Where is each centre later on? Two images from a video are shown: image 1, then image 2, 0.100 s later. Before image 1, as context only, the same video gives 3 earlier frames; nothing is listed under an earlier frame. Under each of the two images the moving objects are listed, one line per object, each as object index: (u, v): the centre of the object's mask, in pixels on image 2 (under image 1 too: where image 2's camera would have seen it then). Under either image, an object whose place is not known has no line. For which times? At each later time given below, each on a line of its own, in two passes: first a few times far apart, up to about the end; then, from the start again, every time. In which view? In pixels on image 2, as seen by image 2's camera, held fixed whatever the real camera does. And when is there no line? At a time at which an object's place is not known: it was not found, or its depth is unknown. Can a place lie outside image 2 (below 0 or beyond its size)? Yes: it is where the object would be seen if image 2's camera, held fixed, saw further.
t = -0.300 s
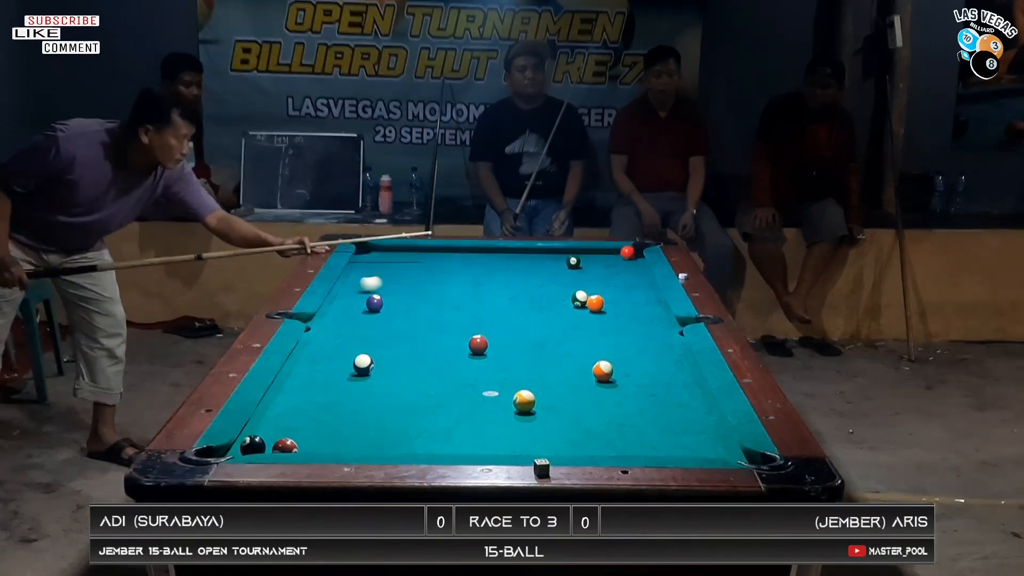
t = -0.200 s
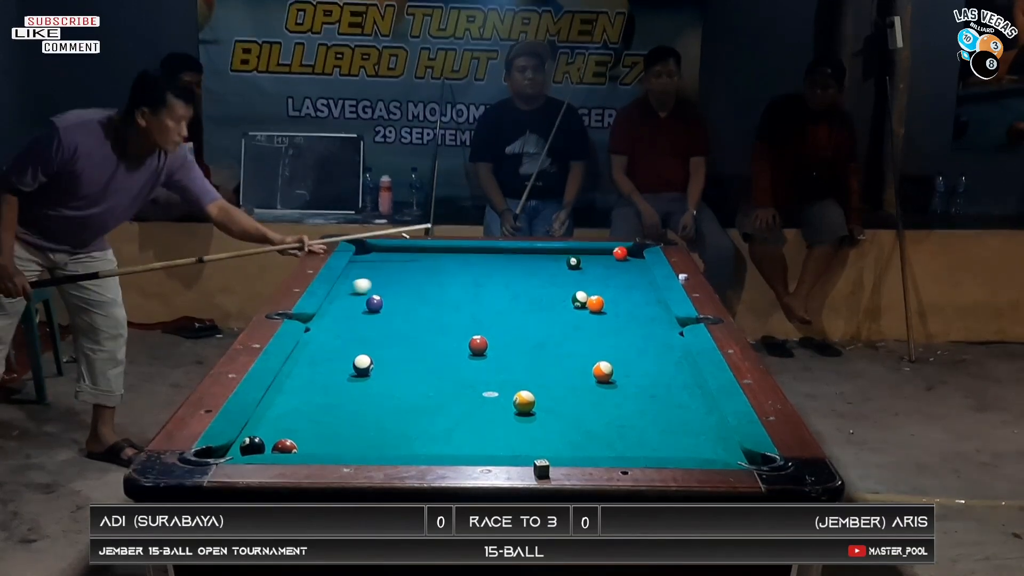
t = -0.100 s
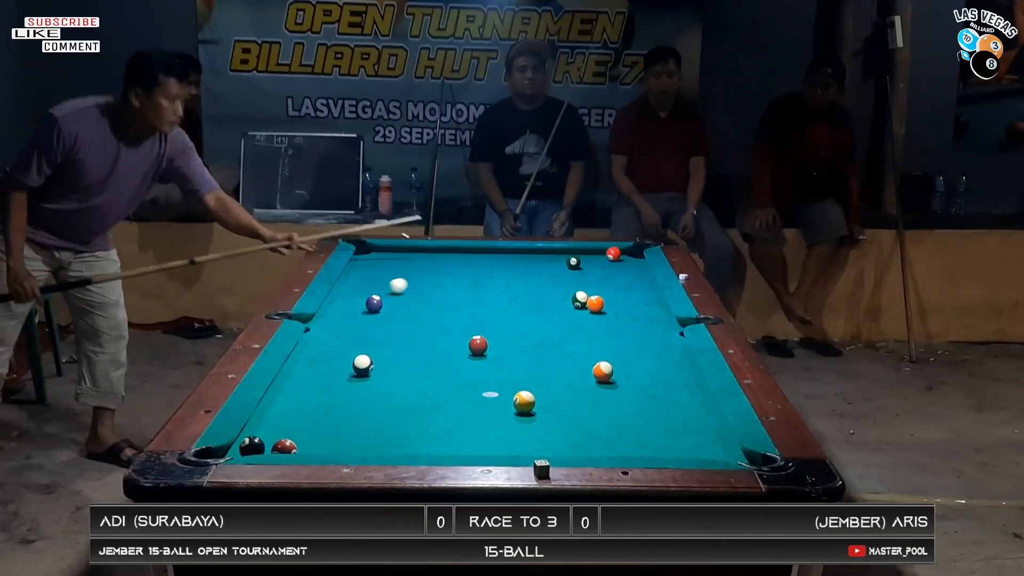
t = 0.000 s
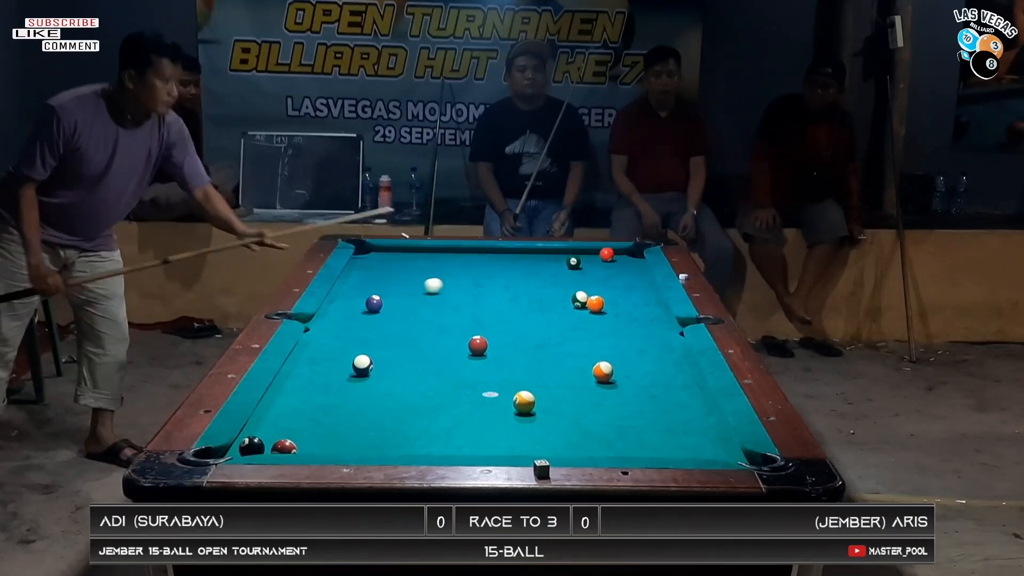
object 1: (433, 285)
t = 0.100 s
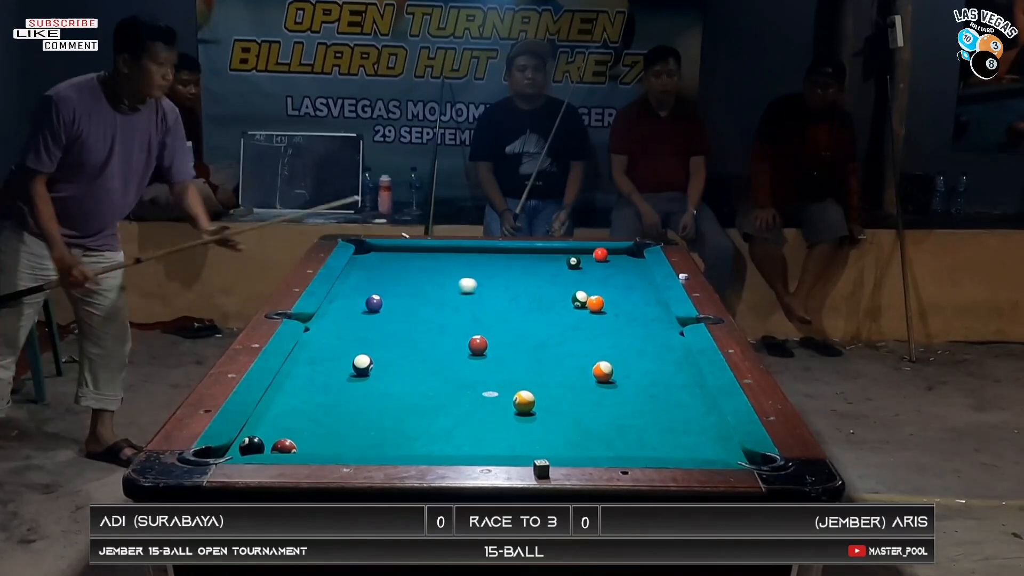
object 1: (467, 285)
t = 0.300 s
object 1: (534, 285)
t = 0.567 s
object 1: (620, 285)
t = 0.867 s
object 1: (611, 283)
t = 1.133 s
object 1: (561, 282)
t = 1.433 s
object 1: (510, 280)
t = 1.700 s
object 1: (468, 279)
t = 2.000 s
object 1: (426, 278)
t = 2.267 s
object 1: (393, 277)
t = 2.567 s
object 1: (358, 276)
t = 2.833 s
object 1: (357, 276)
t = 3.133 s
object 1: (373, 276)
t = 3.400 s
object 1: (385, 275)
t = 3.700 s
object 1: (395, 275)
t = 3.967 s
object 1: (400, 276)
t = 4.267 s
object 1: (402, 276)
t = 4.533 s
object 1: (402, 276)
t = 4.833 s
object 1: (402, 276)
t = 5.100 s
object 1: (403, 276)
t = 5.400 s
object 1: (403, 276)
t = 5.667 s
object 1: (402, 276)
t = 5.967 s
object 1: (402, 276)
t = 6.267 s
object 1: (402, 276)
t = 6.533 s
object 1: (402, 276)
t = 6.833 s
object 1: (403, 276)
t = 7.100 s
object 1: (402, 276)
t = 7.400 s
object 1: (402, 276)
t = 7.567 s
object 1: (403, 276)
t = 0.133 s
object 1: (479, 285)
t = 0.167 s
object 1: (490, 285)
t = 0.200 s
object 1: (501, 285)
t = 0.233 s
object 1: (512, 285)
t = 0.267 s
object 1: (523, 285)
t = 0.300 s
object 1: (534, 285)
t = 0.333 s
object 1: (545, 285)
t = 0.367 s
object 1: (556, 285)
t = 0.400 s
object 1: (567, 285)
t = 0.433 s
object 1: (577, 284)
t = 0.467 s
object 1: (588, 285)
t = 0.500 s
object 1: (599, 285)
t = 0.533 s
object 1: (609, 285)
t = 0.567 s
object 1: (620, 285)
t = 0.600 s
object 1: (630, 285)
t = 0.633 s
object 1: (640, 285)
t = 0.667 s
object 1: (650, 285)
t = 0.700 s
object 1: (644, 285)
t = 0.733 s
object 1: (637, 284)
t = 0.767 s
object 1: (630, 284)
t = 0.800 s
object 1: (624, 284)
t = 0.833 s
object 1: (617, 284)
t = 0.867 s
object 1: (611, 283)
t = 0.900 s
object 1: (604, 283)
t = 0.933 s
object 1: (598, 283)
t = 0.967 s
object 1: (592, 283)
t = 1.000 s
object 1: (585, 283)
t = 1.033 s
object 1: (579, 282)
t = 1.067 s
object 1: (573, 282)
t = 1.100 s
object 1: (567, 282)
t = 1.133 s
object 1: (561, 282)
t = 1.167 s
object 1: (555, 282)
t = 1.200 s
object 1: (549, 282)
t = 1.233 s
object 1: (543, 281)
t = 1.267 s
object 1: (538, 281)
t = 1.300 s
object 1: (532, 281)
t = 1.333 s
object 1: (526, 281)
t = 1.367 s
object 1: (521, 281)
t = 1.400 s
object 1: (515, 281)
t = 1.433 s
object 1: (510, 280)
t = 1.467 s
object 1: (504, 280)
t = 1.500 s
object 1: (499, 280)
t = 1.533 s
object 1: (494, 280)
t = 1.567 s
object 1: (489, 280)
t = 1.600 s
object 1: (483, 279)
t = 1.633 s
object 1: (478, 279)
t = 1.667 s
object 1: (473, 279)
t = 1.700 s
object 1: (468, 279)
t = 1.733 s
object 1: (464, 279)
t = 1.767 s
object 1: (459, 279)
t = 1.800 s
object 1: (454, 279)
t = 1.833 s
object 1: (449, 279)
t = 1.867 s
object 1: (444, 278)
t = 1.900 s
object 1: (440, 278)
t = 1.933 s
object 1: (435, 278)
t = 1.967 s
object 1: (431, 278)
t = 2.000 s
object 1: (426, 278)
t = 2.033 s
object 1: (422, 278)
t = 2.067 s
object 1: (418, 278)
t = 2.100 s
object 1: (413, 277)
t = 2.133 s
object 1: (409, 277)
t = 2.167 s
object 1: (405, 277)
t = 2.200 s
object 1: (401, 277)
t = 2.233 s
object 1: (396, 277)
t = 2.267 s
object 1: (393, 277)
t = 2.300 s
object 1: (388, 277)
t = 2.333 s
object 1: (384, 277)
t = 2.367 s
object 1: (380, 276)
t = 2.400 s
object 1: (377, 276)
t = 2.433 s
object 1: (373, 276)
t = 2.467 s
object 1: (369, 276)
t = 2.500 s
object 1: (365, 276)
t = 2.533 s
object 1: (362, 276)
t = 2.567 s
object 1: (358, 276)
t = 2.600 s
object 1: (354, 276)
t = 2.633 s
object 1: (351, 276)
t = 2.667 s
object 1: (347, 276)
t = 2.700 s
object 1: (348, 276)
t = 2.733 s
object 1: (350, 276)
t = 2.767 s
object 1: (353, 276)
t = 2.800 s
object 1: (355, 276)
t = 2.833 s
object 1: (357, 276)
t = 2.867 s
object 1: (359, 276)
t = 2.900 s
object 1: (361, 276)
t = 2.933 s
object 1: (363, 276)
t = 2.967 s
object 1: (365, 276)
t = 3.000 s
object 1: (366, 276)
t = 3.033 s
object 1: (368, 276)
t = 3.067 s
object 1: (370, 276)
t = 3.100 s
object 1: (372, 276)
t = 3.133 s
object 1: (373, 276)
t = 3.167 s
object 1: (375, 276)
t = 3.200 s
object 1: (376, 276)
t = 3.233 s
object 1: (378, 276)
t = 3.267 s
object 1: (380, 276)
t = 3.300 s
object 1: (381, 276)
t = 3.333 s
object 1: (382, 276)
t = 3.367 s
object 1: (384, 275)
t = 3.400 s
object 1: (385, 275)
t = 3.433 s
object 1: (386, 276)
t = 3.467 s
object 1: (388, 276)
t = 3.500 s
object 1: (389, 275)
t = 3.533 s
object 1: (390, 276)
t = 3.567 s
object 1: (391, 276)
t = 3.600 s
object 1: (392, 276)
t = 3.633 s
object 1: (393, 276)
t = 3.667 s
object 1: (394, 275)
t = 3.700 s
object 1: (395, 275)
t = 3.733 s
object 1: (395, 276)
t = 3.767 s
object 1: (396, 276)
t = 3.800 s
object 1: (397, 276)
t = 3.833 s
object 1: (398, 276)
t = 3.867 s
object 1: (398, 276)
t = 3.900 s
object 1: (399, 276)
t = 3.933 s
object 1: (399, 276)
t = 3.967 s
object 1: (400, 276)
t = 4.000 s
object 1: (400, 276)
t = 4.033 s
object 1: (400, 276)
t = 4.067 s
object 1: (401, 276)
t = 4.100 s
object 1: (401, 276)
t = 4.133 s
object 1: (401, 276)
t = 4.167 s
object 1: (402, 276)
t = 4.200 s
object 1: (402, 276)
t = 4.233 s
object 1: (402, 276)
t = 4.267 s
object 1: (402, 276)
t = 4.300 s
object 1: (402, 276)
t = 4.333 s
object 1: (402, 276)
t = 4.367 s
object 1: (402, 276)
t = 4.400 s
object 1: (402, 276)
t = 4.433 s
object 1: (402, 276)
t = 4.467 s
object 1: (402, 276)
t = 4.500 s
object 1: (402, 276)
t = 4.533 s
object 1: (402, 276)
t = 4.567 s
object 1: (402, 276)
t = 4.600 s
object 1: (403, 276)
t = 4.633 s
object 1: (402, 276)
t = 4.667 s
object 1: (403, 276)
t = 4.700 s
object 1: (402, 276)
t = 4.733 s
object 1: (402, 276)
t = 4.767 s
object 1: (402, 276)
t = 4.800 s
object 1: (402, 276)
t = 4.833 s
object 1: (402, 276)
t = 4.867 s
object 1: (403, 276)
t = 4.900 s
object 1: (402, 276)
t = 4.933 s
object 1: (402, 276)
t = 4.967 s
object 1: (402, 276)
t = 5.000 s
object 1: (402, 276)
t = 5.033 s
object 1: (402, 276)
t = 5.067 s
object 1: (402, 276)
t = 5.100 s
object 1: (403, 276)
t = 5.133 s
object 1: (403, 276)
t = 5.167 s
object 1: (402, 276)
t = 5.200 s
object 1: (403, 276)
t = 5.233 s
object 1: (402, 276)
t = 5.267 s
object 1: (402, 276)
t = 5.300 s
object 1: (403, 276)
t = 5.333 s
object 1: (403, 276)
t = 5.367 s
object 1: (402, 276)
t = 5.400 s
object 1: (403, 276)
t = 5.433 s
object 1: (403, 276)
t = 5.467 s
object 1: (402, 276)
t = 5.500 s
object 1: (402, 276)
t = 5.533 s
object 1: (402, 276)
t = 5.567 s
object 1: (403, 276)
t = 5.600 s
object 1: (402, 276)
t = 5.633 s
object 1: (402, 276)
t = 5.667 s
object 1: (402, 276)
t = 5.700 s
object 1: (403, 276)
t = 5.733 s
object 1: (402, 276)
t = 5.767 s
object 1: (403, 276)
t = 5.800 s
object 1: (402, 276)
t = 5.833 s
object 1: (402, 276)
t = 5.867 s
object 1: (402, 276)
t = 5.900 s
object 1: (403, 276)
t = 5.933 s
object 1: (402, 276)
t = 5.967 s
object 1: (402, 276)
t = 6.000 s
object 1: (402, 276)
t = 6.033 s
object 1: (403, 276)
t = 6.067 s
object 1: (402, 276)
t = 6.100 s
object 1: (402, 276)
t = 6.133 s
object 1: (403, 276)
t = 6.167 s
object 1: (403, 276)
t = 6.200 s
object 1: (402, 276)
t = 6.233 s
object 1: (402, 276)
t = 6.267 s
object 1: (402, 276)
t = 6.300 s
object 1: (402, 276)
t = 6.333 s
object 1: (403, 276)
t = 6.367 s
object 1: (402, 276)
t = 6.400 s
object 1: (402, 276)
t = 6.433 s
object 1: (402, 276)
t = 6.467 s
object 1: (402, 276)
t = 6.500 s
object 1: (402, 276)
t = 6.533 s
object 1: (402, 276)
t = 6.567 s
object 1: (402, 276)
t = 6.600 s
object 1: (402, 276)
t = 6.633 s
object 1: (402, 276)
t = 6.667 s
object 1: (402, 276)
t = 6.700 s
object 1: (403, 276)
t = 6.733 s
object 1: (403, 276)
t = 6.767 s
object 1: (403, 276)
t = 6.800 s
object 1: (402, 276)
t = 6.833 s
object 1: (403, 276)
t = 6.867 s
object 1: (403, 276)
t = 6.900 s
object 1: (403, 276)
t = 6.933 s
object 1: (403, 276)
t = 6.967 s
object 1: (403, 276)
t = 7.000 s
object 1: (403, 276)
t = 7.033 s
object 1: (403, 276)
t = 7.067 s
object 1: (403, 276)
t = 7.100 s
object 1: (402, 276)
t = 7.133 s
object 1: (403, 276)
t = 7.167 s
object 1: (403, 276)
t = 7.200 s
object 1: (403, 276)
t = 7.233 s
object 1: (402, 276)
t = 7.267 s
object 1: (403, 276)
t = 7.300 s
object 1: (403, 276)
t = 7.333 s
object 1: (403, 276)
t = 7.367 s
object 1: (403, 276)
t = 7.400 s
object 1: (402, 276)
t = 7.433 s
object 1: (403, 276)
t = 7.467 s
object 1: (402, 276)
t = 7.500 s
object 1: (403, 276)
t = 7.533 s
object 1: (403, 276)
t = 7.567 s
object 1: (403, 276)
